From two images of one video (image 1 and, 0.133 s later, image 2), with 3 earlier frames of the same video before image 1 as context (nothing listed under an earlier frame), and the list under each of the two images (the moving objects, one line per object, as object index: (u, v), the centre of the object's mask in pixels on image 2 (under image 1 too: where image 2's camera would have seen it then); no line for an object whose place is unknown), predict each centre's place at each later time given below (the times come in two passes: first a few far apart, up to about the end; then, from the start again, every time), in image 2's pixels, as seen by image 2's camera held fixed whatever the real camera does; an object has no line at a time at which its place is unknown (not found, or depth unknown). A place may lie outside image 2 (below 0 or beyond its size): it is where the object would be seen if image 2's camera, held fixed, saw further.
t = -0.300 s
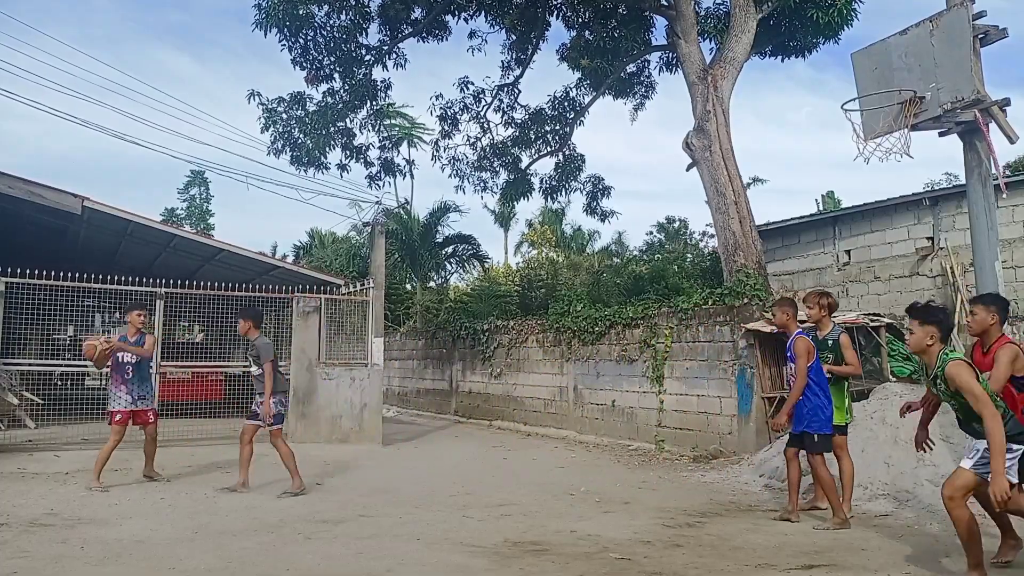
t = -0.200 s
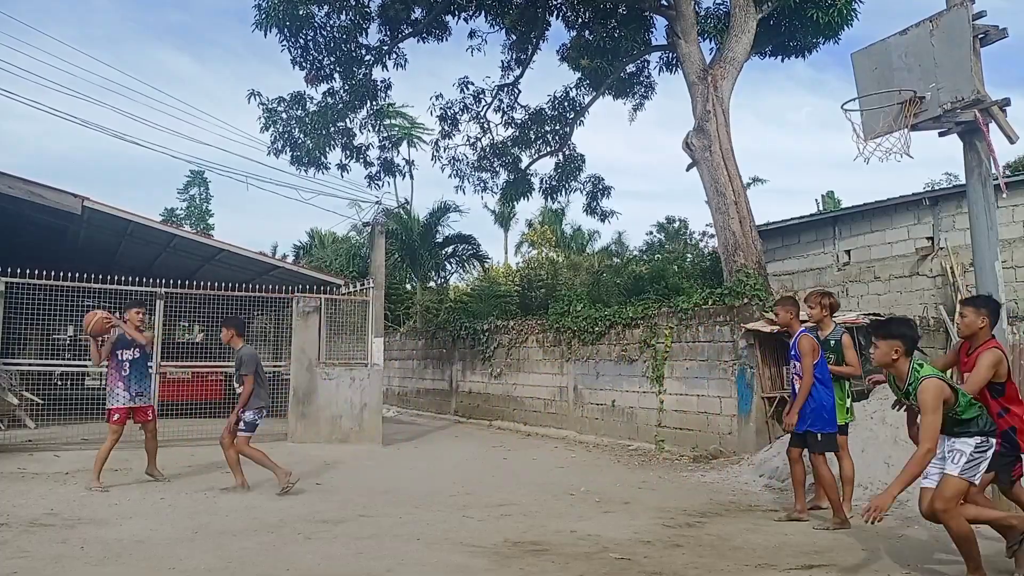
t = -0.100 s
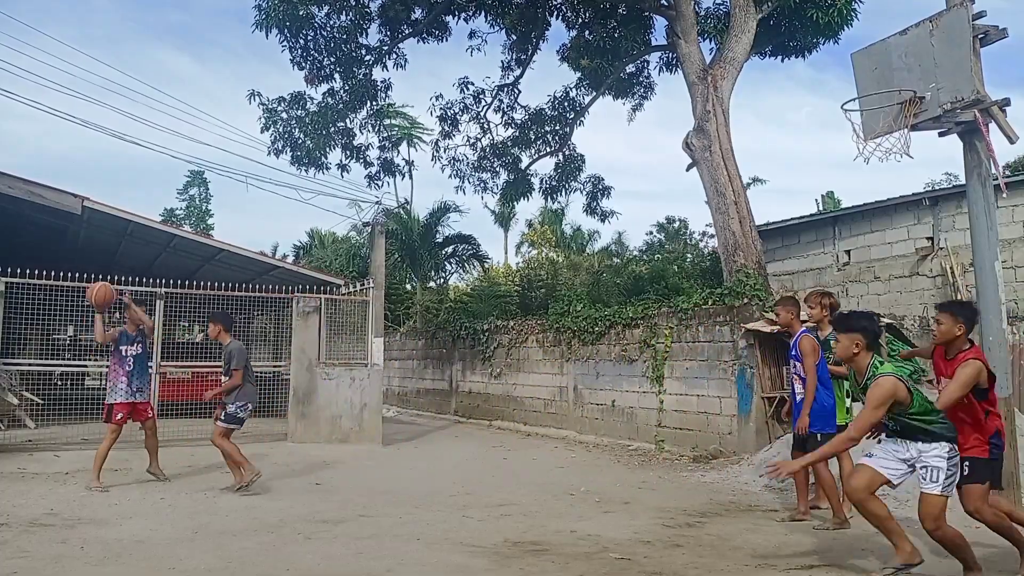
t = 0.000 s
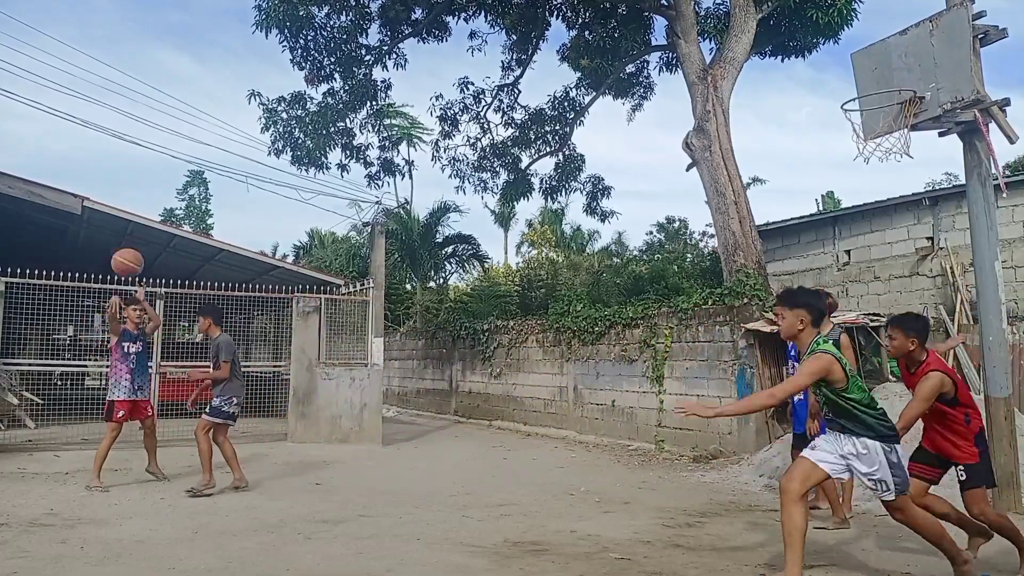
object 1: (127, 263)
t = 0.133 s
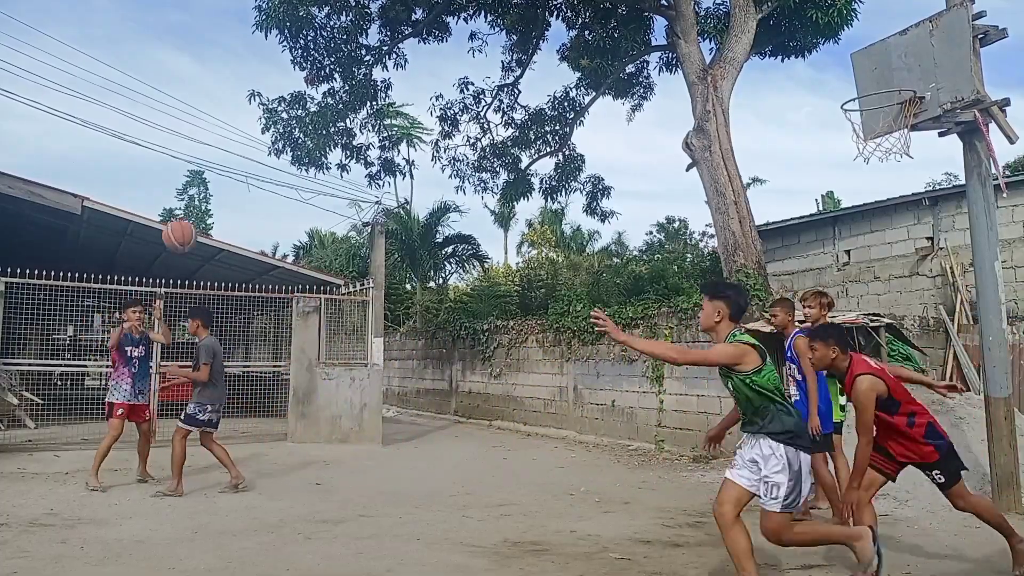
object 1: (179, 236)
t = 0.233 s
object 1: (226, 229)
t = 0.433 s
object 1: (347, 262)
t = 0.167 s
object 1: (194, 232)
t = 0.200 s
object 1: (209, 230)
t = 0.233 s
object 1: (226, 229)
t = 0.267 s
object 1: (243, 230)
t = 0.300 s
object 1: (262, 232)
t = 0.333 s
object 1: (281, 236)
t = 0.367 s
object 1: (302, 242)
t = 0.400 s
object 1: (323, 251)
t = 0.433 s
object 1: (347, 262)
